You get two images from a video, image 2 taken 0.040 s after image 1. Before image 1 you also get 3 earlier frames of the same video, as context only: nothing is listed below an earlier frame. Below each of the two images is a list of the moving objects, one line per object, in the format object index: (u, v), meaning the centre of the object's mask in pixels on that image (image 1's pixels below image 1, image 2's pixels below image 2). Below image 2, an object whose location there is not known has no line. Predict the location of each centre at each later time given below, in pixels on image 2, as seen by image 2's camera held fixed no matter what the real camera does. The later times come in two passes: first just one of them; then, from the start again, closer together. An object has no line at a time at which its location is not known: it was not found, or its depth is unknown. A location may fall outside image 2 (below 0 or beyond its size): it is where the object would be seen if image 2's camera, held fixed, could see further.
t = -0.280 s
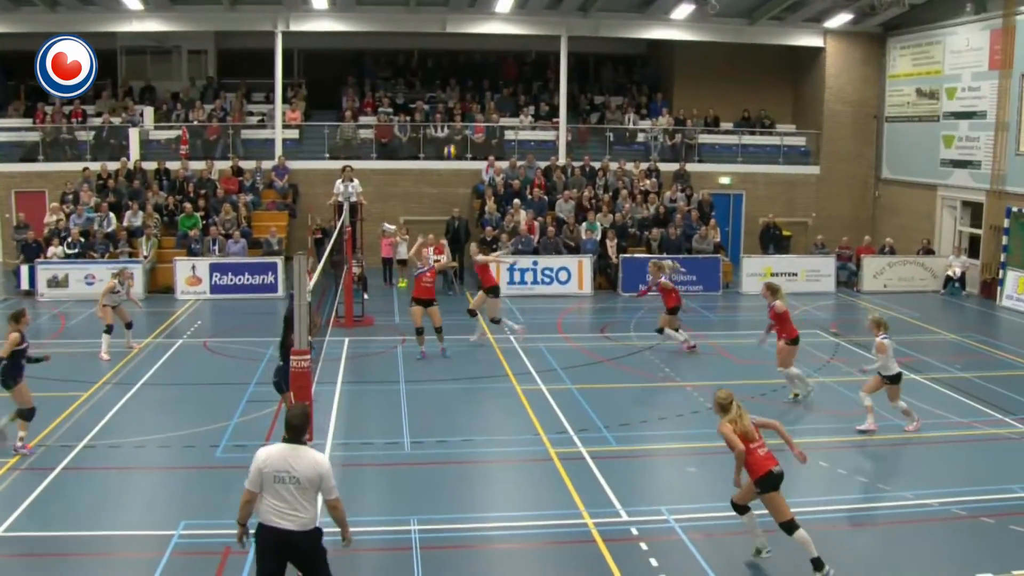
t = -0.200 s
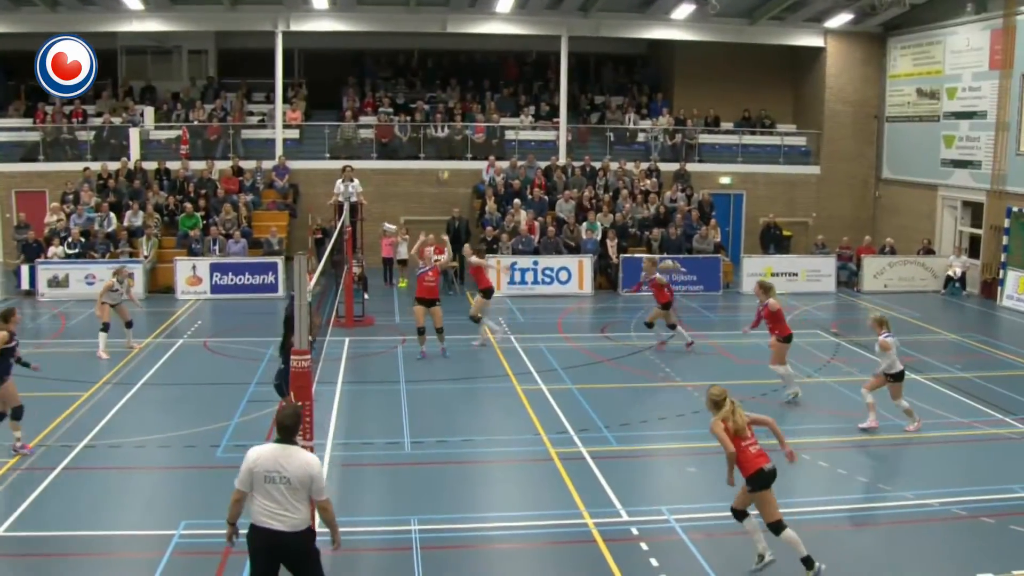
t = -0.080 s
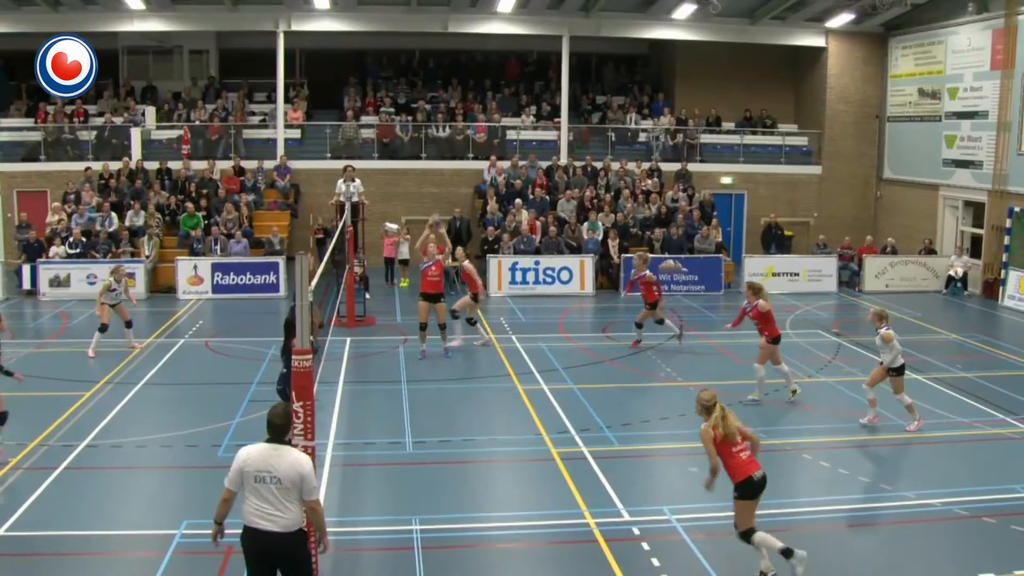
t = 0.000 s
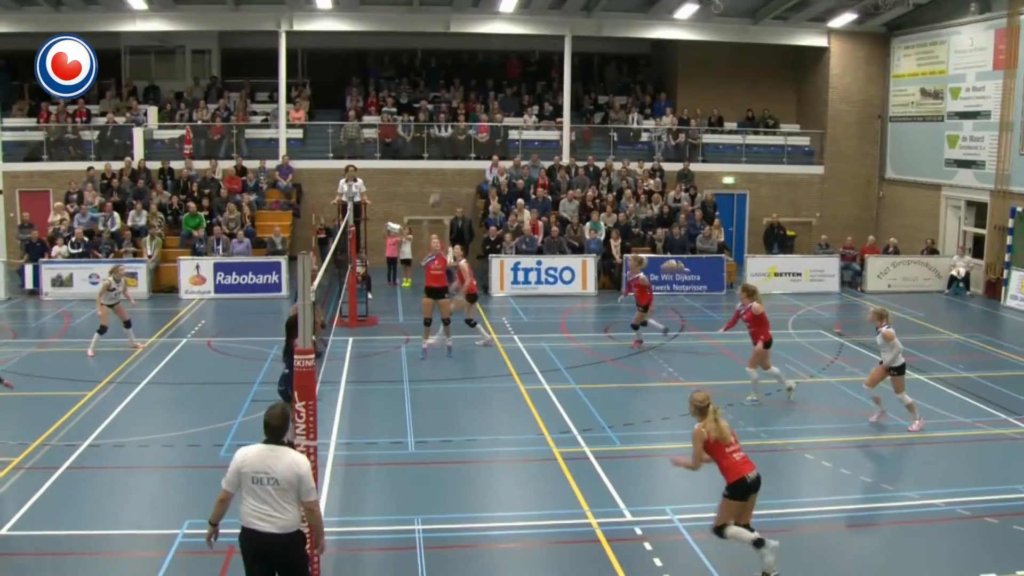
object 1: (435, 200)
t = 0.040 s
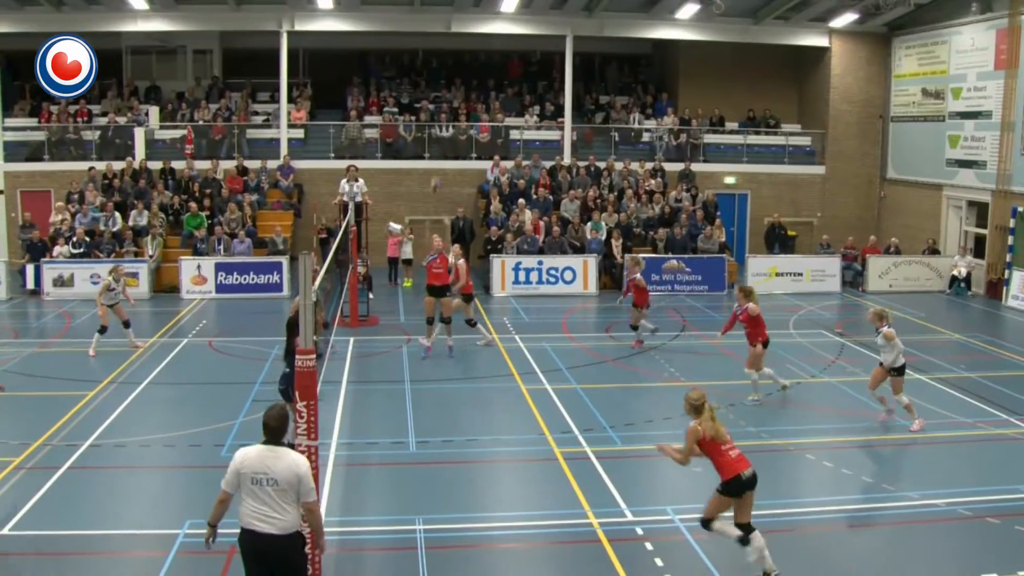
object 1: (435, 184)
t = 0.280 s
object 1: (436, 102)
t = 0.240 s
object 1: (435, 112)
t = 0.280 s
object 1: (436, 102)
